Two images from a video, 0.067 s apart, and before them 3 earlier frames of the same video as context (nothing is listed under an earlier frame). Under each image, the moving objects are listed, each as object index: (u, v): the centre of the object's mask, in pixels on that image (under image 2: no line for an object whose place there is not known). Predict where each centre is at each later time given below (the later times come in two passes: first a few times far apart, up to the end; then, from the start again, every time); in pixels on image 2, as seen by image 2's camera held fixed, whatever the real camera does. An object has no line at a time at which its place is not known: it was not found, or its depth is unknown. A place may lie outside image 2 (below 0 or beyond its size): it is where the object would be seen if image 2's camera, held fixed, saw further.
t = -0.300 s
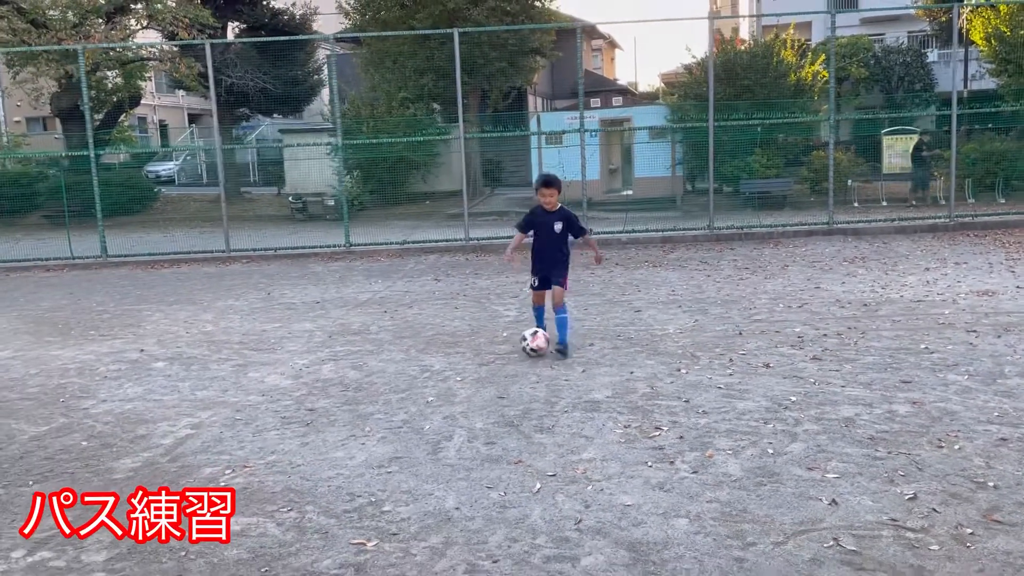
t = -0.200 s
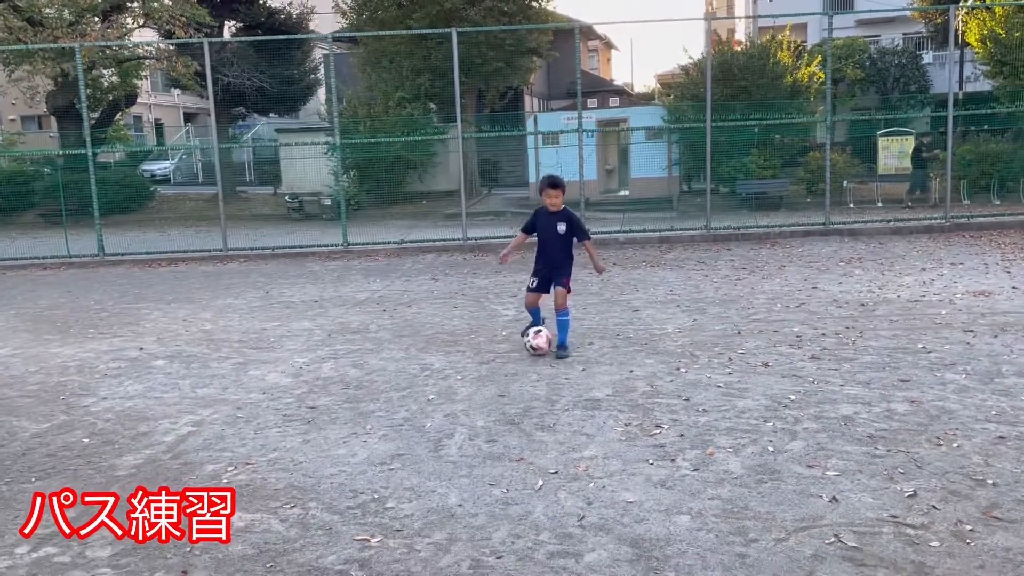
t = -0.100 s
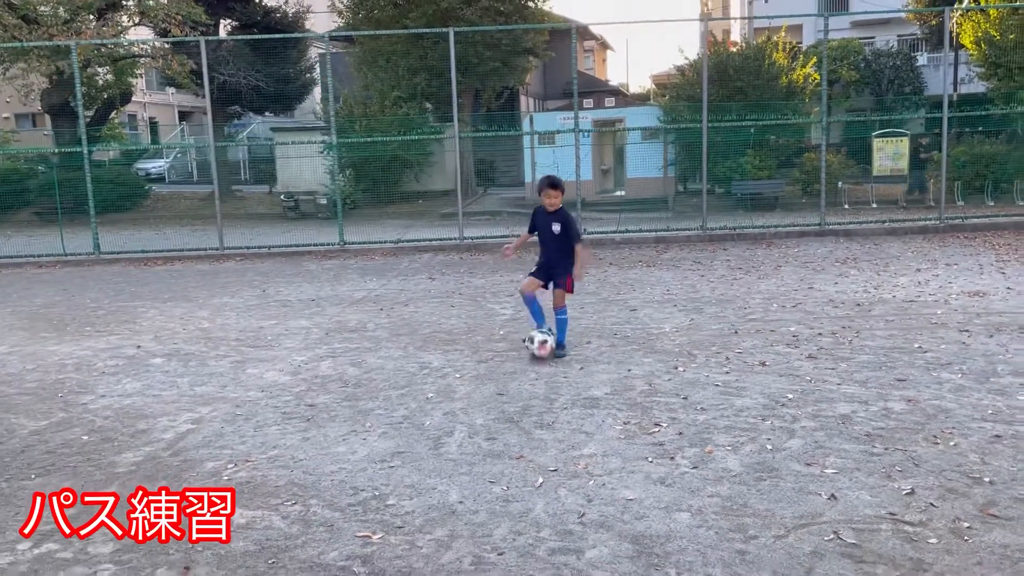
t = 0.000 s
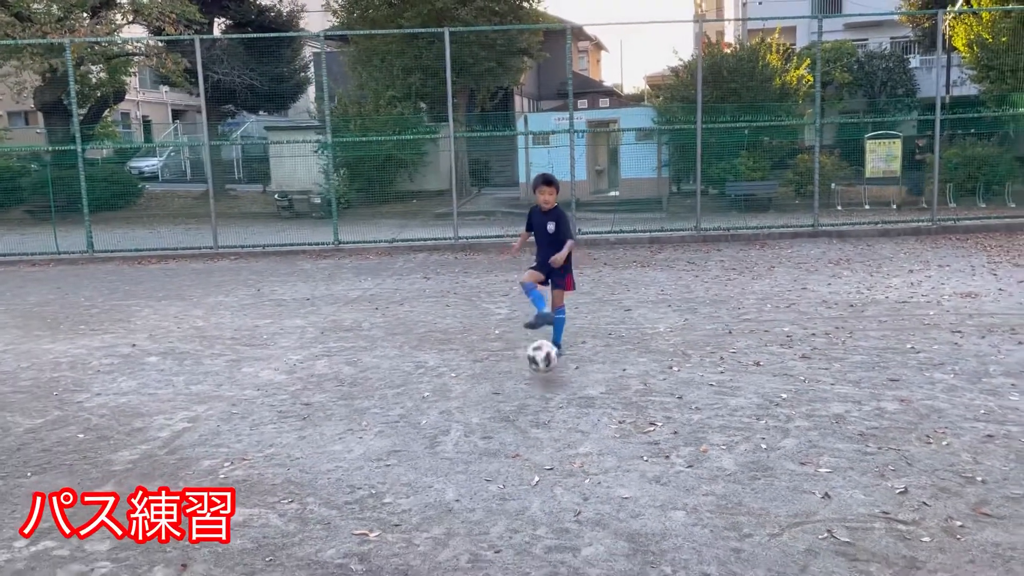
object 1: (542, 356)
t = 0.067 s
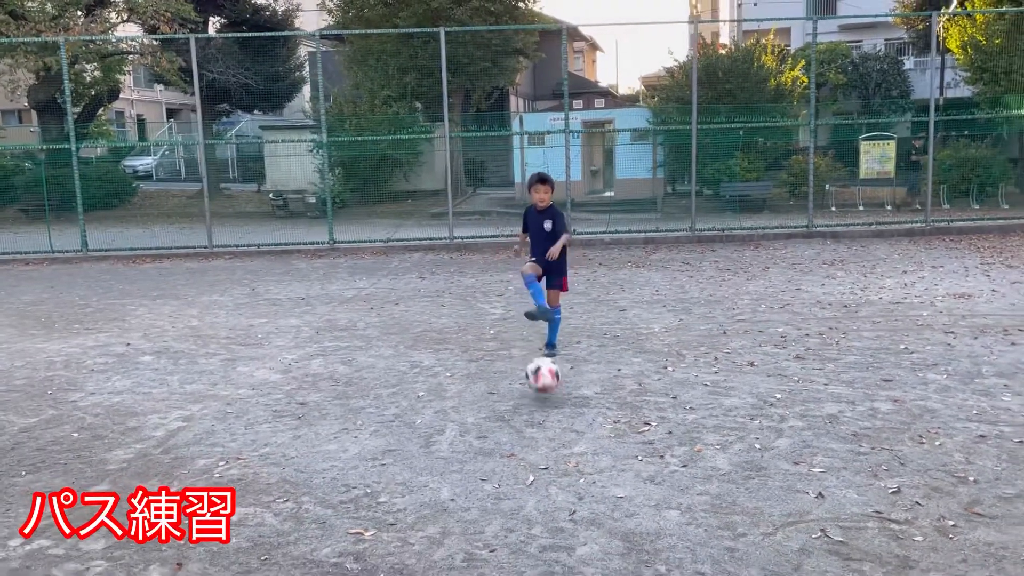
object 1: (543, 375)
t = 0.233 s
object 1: (562, 434)
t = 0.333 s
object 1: (578, 464)
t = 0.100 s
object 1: (547, 390)
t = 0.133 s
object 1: (550, 405)
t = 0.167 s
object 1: (553, 414)
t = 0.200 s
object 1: (557, 423)
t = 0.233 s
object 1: (562, 434)
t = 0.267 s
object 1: (566, 446)
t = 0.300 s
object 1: (571, 453)
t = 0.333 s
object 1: (578, 464)
